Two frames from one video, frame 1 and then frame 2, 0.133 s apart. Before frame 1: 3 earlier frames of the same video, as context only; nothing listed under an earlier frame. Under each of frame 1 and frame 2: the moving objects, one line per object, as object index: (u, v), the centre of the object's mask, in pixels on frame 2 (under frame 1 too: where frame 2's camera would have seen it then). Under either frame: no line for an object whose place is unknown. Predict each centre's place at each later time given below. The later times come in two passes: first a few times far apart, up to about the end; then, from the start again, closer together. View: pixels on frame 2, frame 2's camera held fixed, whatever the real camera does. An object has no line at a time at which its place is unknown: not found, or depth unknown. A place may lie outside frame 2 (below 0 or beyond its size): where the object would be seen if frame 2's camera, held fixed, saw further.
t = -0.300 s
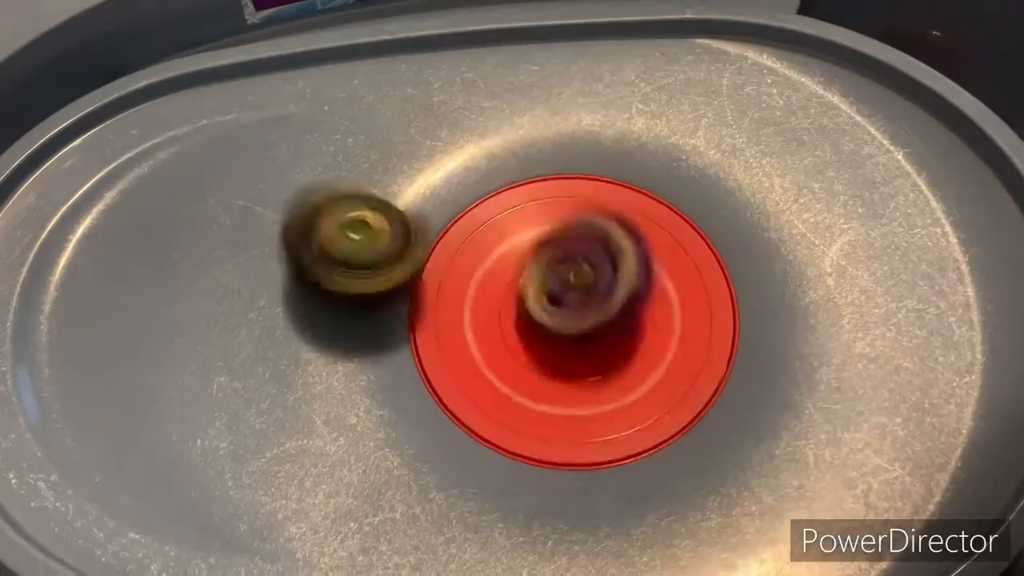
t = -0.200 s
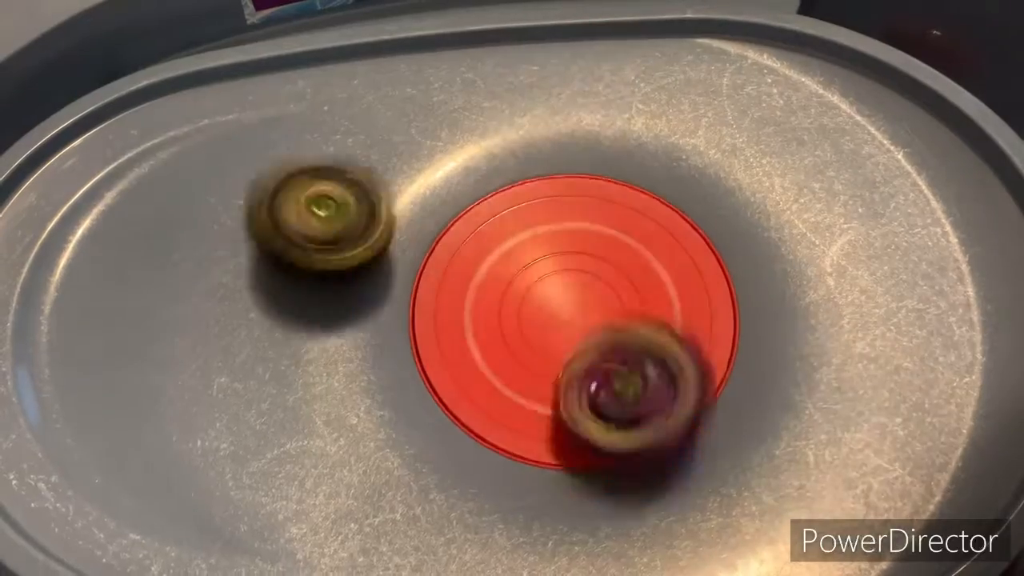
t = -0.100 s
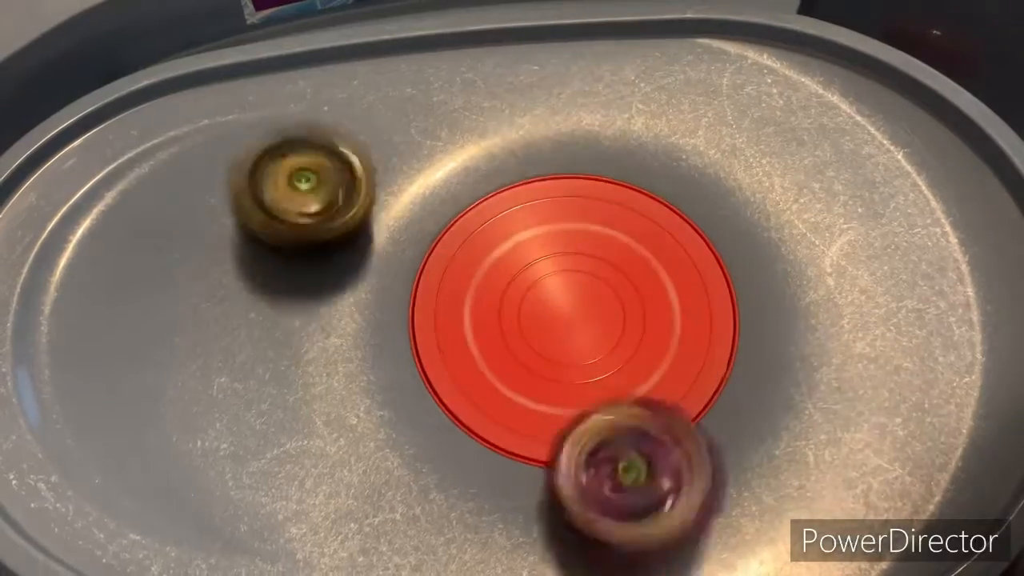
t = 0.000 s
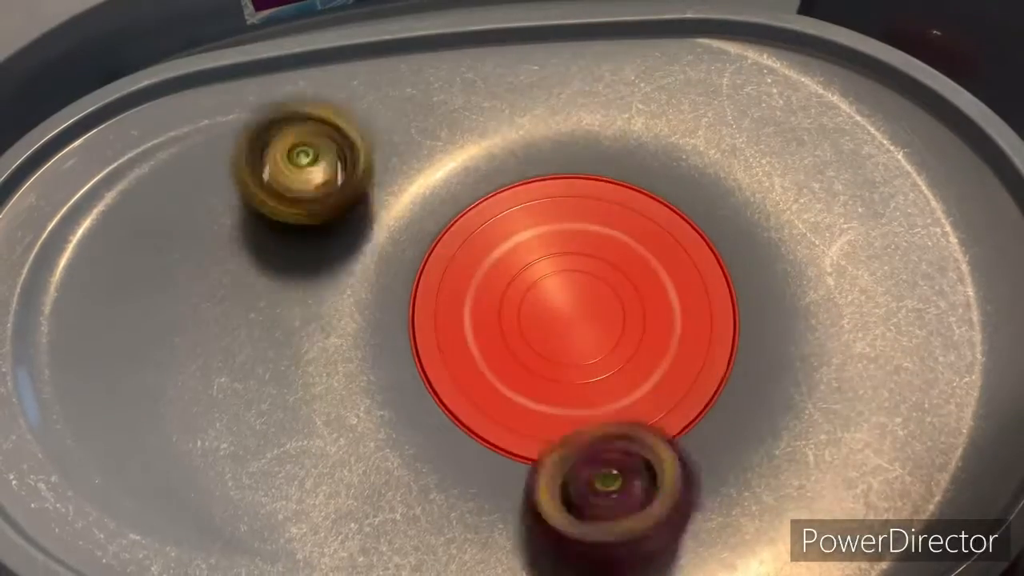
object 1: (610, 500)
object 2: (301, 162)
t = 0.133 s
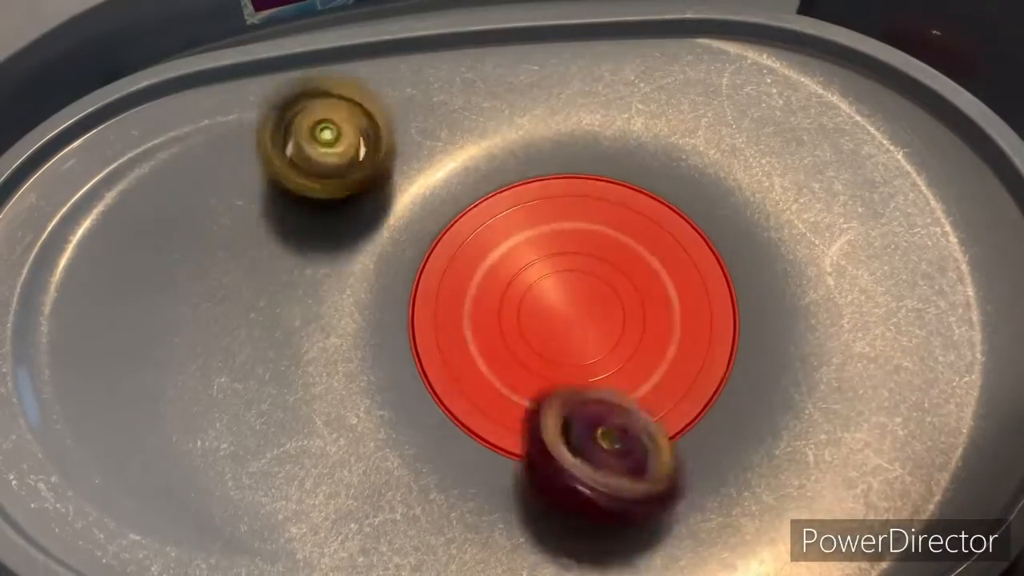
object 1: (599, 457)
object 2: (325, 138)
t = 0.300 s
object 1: (538, 339)
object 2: (386, 130)
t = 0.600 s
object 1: (578, 224)
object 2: (481, 62)
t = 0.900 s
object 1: (782, 315)
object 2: (564, 97)
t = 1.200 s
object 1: (609, 454)
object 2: (722, 293)
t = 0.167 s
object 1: (595, 437)
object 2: (337, 136)
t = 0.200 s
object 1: (590, 413)
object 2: (349, 133)
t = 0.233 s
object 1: (577, 395)
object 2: (360, 131)
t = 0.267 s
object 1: (558, 367)
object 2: (373, 130)
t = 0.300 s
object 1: (538, 339)
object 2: (386, 130)
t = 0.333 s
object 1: (512, 307)
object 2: (400, 133)
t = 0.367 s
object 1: (485, 268)
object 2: (412, 134)
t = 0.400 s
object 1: (478, 241)
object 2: (420, 121)
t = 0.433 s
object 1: (478, 230)
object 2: (431, 112)
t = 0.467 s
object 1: (485, 234)
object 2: (442, 89)
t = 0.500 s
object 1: (498, 235)
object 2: (452, 79)
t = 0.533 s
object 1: (516, 232)
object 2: (462, 72)
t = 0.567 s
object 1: (544, 226)
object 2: (471, 68)
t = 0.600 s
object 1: (578, 224)
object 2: (481, 62)
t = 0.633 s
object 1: (612, 222)
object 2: (491, 62)
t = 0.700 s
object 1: (661, 221)
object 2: (502, 60)
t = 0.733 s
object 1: (705, 232)
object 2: (513, 62)
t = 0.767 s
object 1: (740, 252)
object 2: (525, 64)
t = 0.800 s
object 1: (765, 273)
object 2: (535, 69)
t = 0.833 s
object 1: (780, 291)
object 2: (546, 77)
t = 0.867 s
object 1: (785, 305)
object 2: (554, 85)
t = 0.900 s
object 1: (782, 315)
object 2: (564, 97)
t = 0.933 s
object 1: (774, 319)
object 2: (568, 109)
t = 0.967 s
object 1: (766, 319)
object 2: (571, 126)
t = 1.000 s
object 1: (760, 320)
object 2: (569, 145)
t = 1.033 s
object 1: (752, 320)
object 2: (565, 167)
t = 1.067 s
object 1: (740, 322)
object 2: (581, 190)
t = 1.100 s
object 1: (723, 324)
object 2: (612, 221)
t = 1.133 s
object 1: (709, 348)
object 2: (655, 248)
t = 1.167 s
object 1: (657, 399)
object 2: (693, 269)
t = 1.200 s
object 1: (609, 454)
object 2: (722, 293)
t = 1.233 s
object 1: (553, 510)
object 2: (733, 327)
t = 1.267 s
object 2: (715, 355)
